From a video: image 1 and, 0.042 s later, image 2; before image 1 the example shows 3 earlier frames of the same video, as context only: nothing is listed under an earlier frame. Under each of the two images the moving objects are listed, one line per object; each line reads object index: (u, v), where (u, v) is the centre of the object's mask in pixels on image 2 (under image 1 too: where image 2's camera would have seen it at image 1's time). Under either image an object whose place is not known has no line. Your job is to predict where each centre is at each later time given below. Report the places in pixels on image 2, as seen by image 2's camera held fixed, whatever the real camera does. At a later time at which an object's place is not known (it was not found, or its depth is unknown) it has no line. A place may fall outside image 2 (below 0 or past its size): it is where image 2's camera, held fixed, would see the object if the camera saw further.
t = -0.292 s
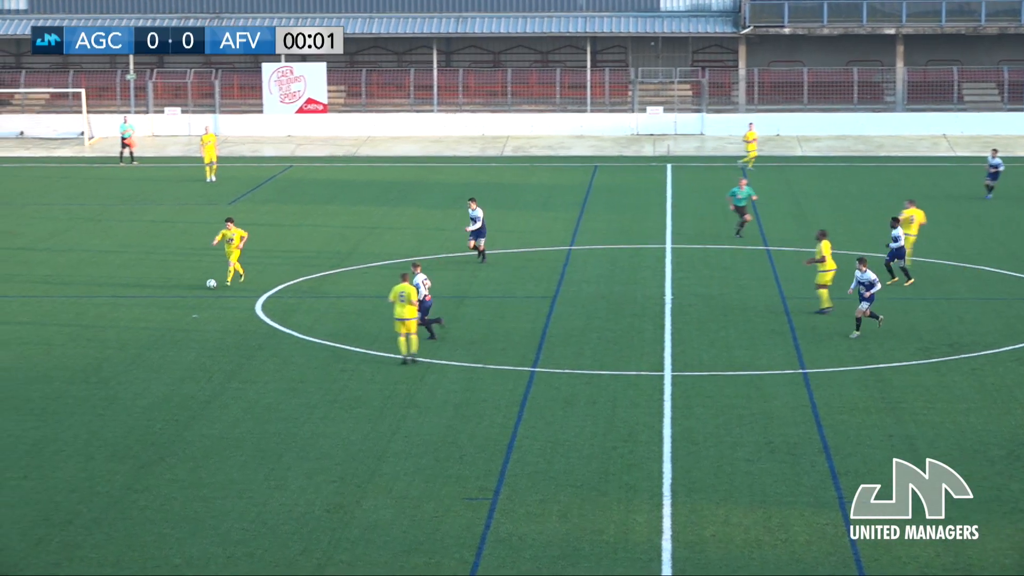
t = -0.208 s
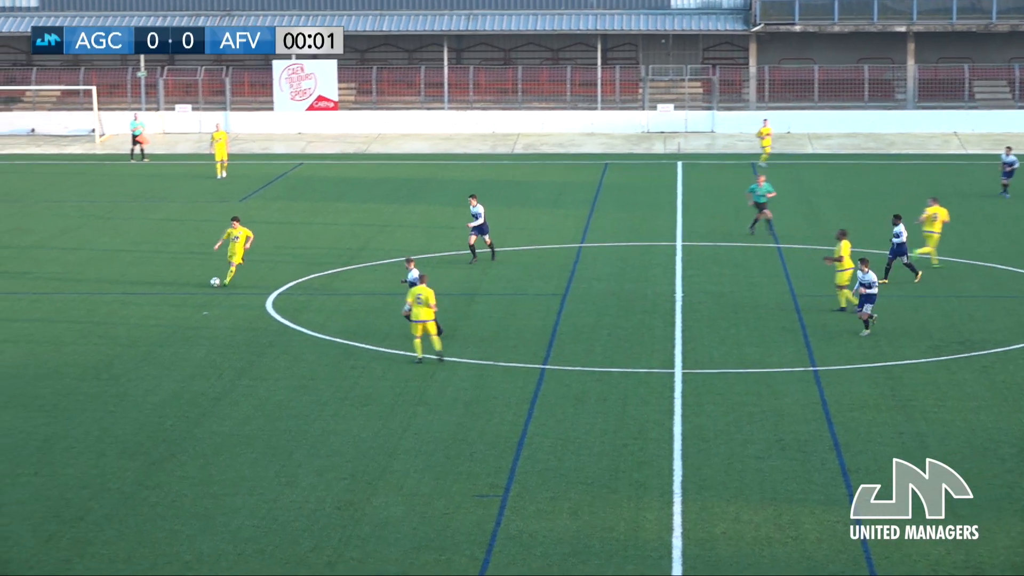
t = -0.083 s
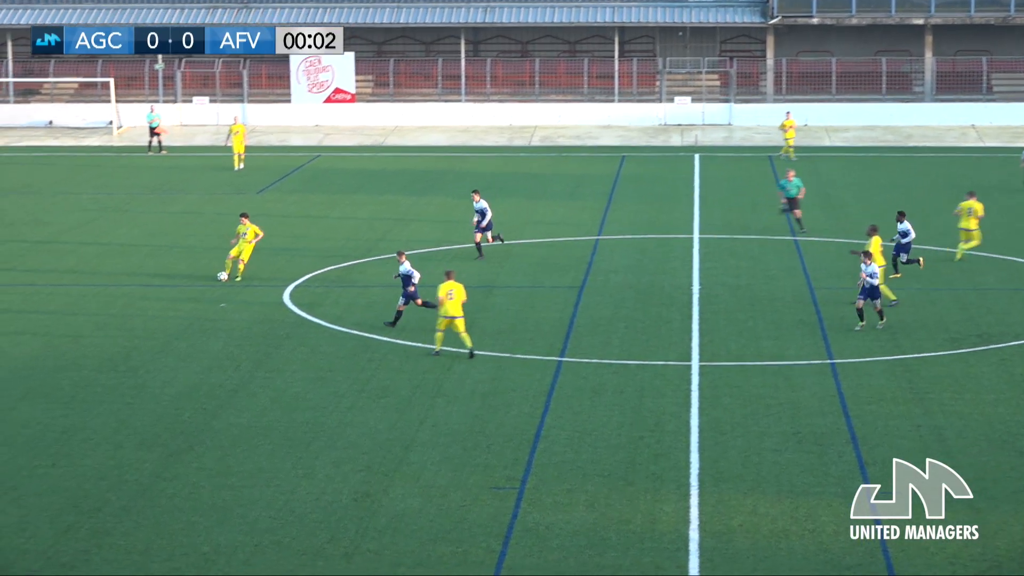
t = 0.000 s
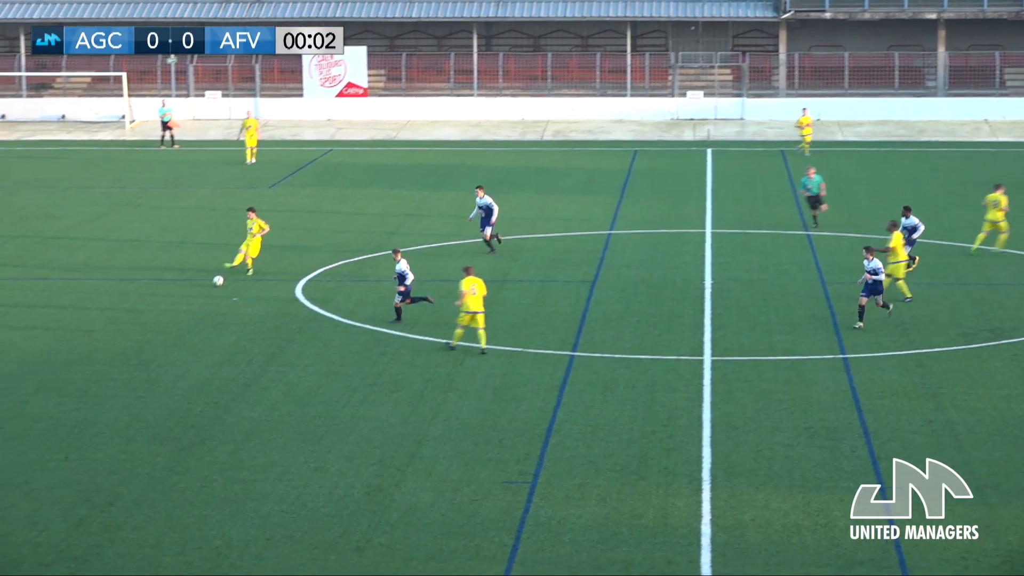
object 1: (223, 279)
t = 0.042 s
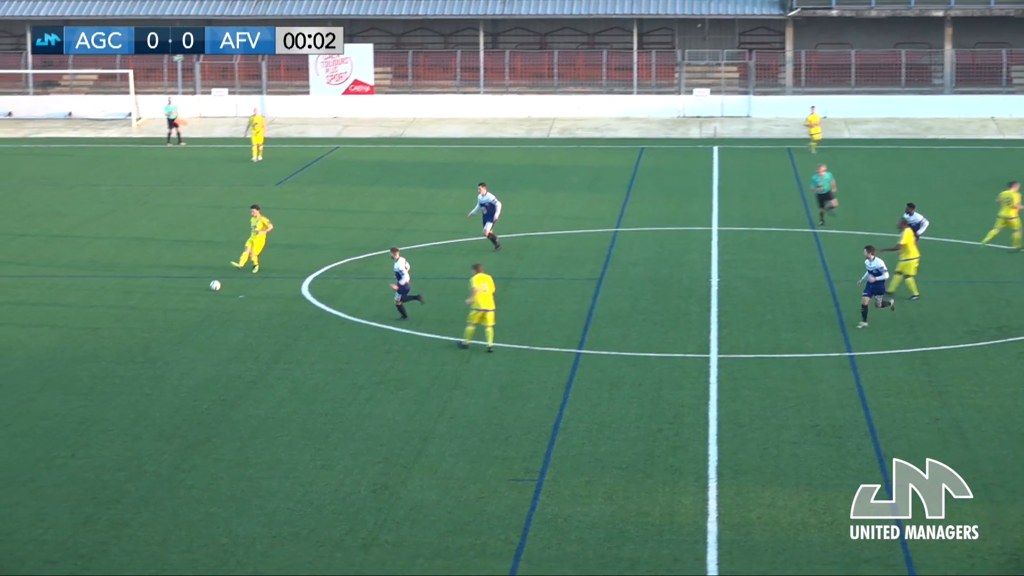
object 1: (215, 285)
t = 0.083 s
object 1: (207, 290)
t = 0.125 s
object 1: (199, 294)
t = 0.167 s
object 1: (190, 301)
